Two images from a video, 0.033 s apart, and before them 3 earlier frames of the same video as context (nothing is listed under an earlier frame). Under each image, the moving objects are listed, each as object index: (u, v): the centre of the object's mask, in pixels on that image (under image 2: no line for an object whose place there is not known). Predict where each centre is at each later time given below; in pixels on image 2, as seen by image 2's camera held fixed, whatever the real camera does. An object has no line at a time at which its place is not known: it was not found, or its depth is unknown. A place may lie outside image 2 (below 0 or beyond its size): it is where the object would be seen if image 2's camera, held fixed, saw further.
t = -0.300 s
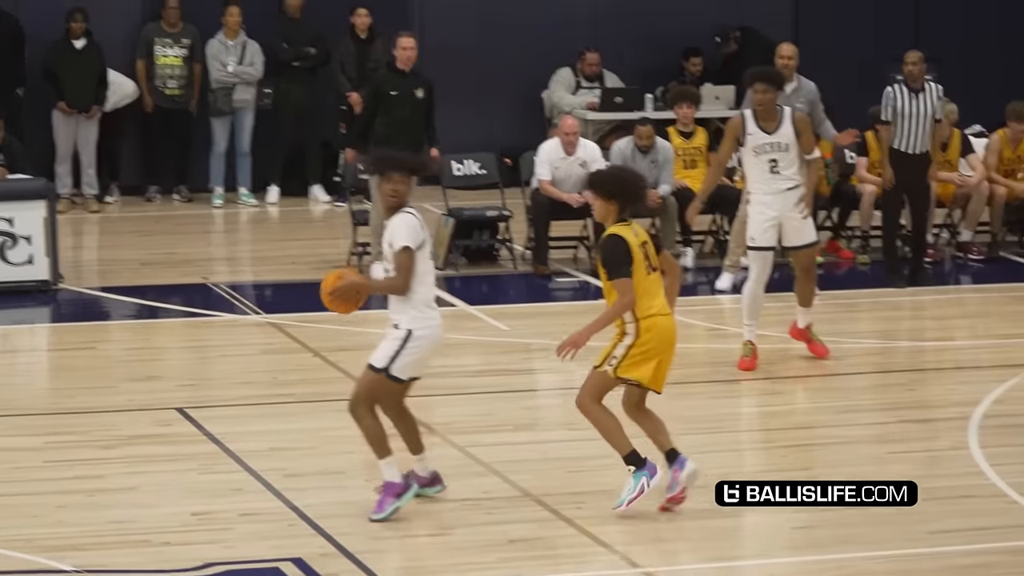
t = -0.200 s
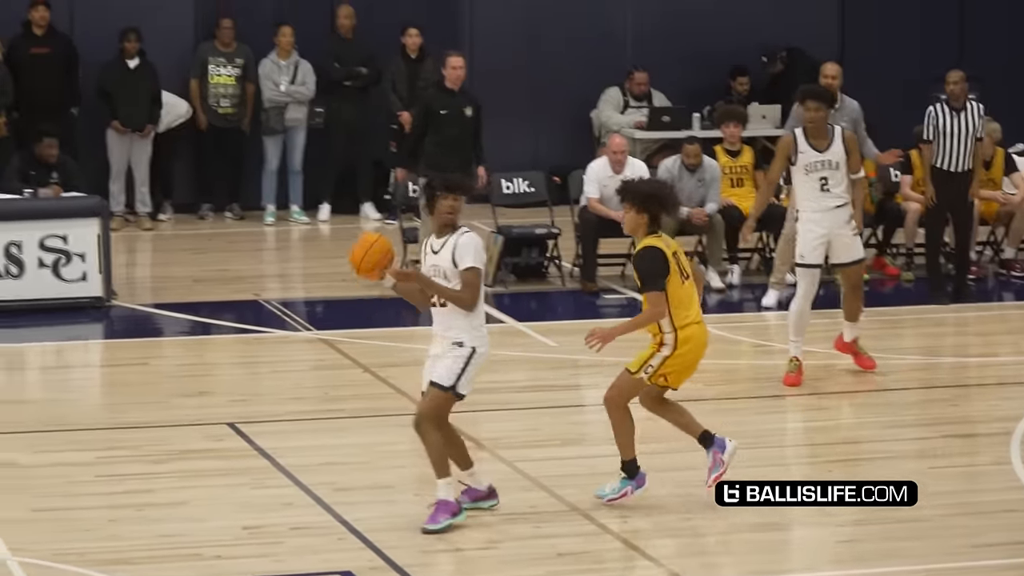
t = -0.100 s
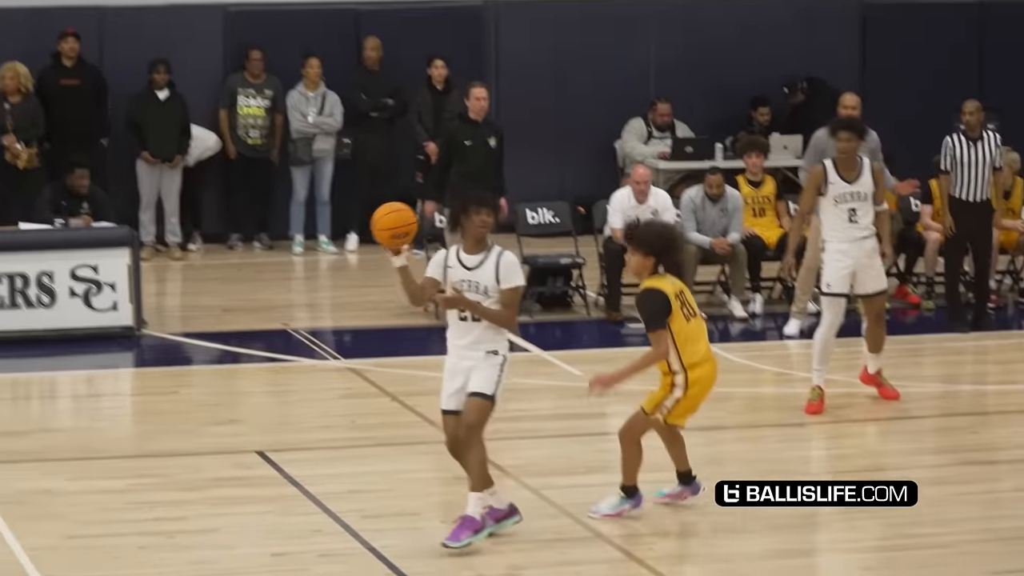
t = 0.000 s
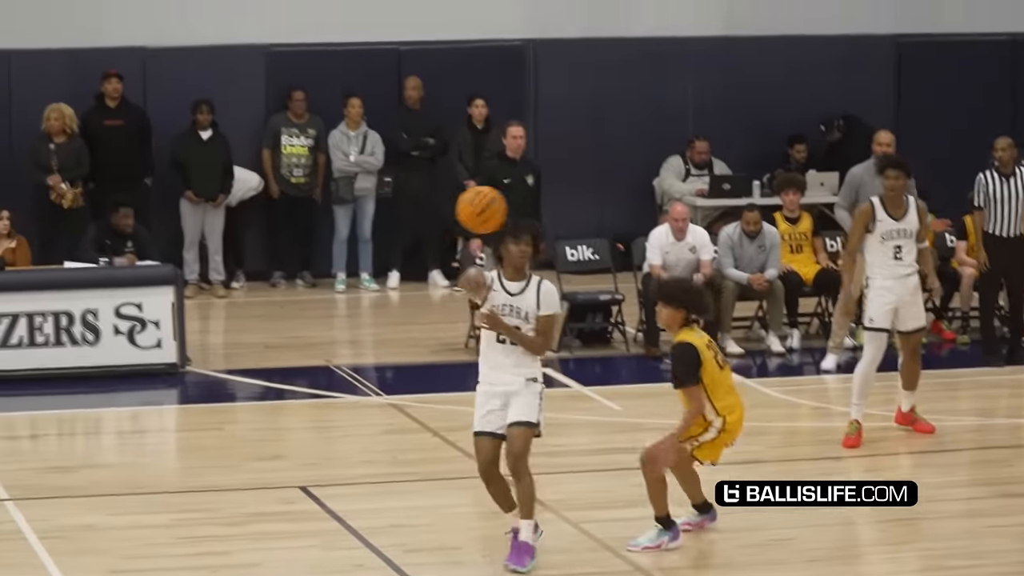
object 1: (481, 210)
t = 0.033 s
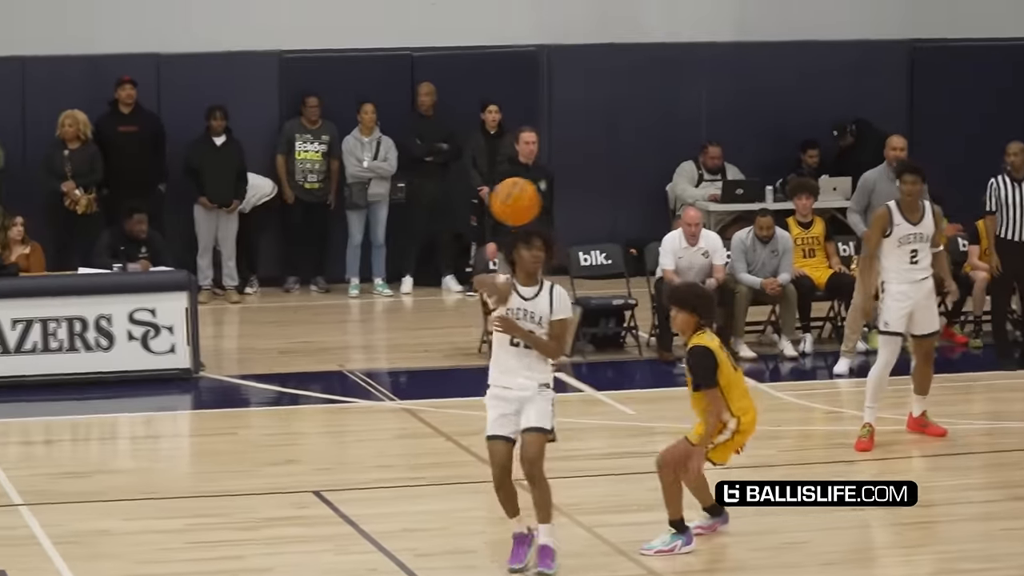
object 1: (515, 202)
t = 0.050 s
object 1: (526, 196)
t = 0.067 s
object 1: (537, 191)
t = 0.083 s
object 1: (547, 185)
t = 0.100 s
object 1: (558, 180)
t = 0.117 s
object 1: (570, 176)
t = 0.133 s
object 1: (581, 173)
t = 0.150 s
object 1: (593, 169)
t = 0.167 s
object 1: (604, 167)
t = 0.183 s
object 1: (616, 164)
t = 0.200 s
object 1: (628, 162)
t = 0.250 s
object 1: (663, 159)
